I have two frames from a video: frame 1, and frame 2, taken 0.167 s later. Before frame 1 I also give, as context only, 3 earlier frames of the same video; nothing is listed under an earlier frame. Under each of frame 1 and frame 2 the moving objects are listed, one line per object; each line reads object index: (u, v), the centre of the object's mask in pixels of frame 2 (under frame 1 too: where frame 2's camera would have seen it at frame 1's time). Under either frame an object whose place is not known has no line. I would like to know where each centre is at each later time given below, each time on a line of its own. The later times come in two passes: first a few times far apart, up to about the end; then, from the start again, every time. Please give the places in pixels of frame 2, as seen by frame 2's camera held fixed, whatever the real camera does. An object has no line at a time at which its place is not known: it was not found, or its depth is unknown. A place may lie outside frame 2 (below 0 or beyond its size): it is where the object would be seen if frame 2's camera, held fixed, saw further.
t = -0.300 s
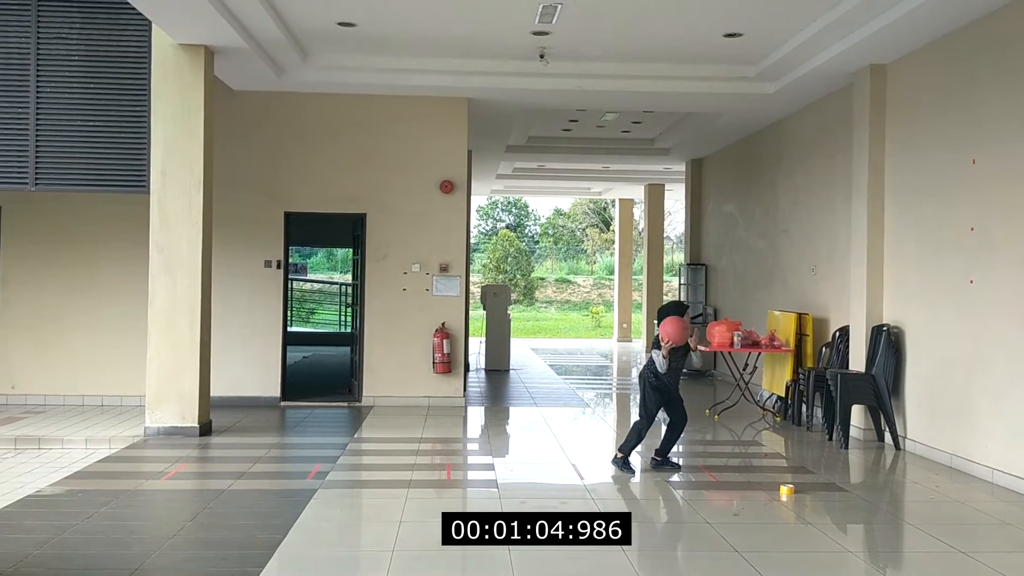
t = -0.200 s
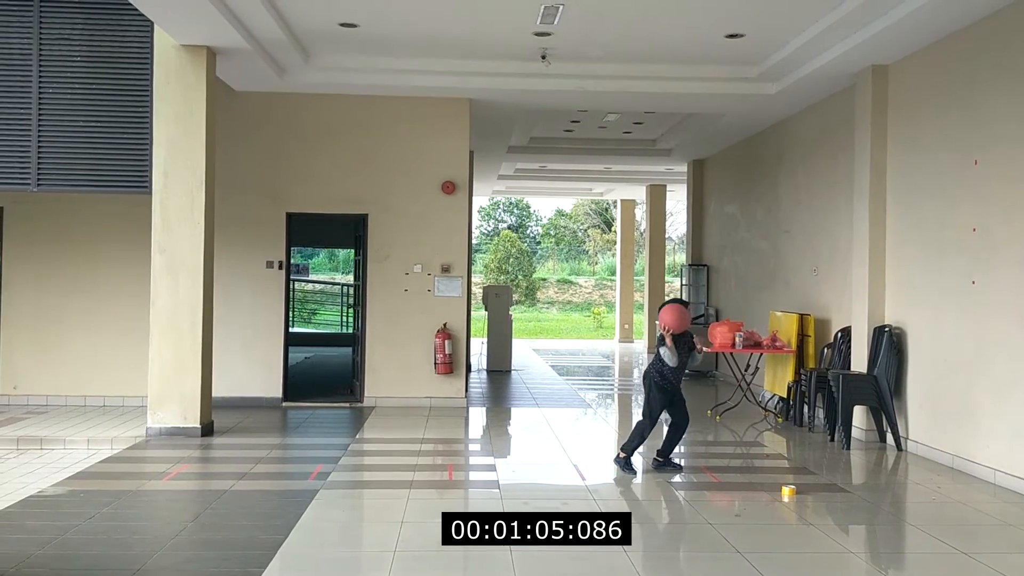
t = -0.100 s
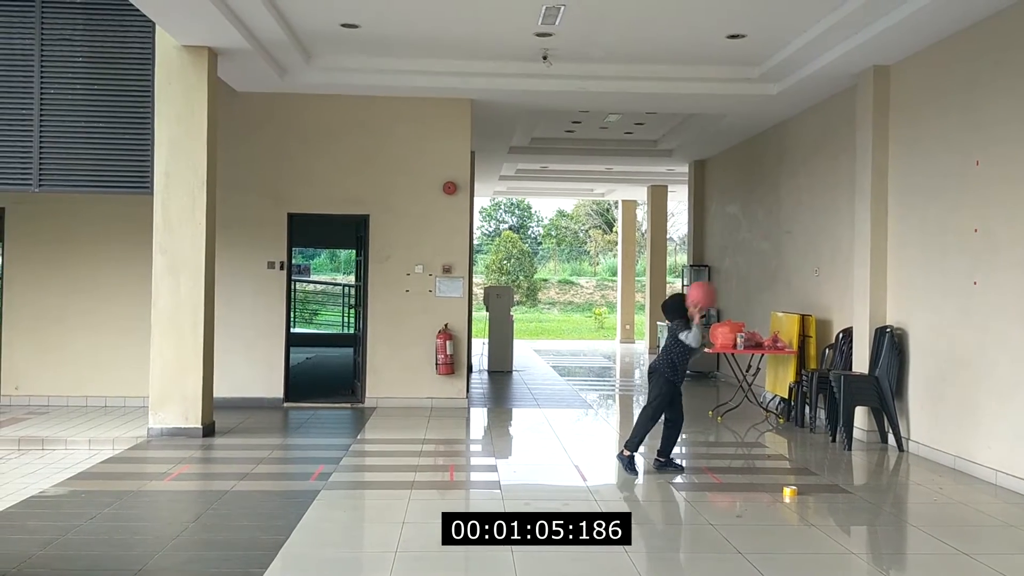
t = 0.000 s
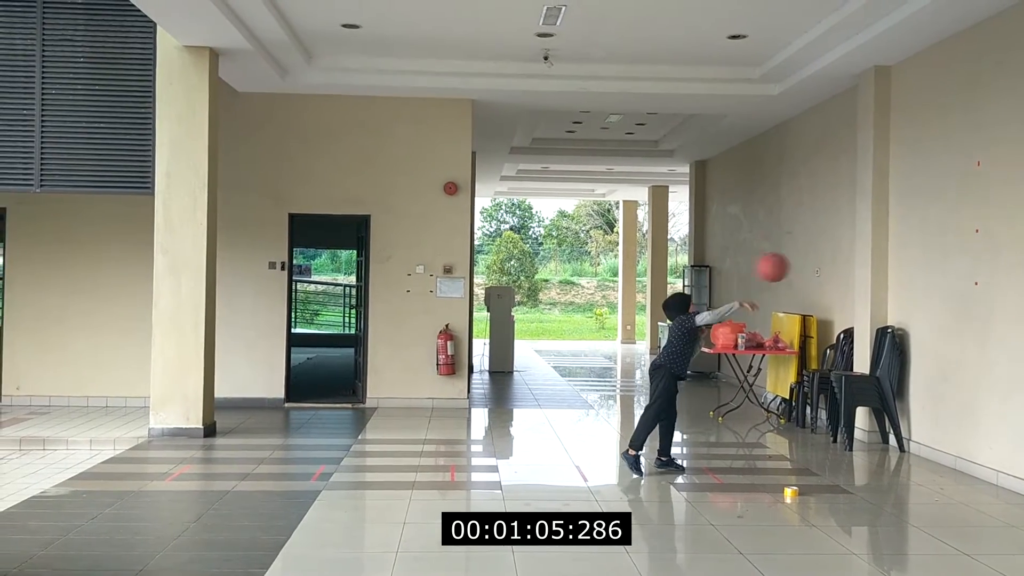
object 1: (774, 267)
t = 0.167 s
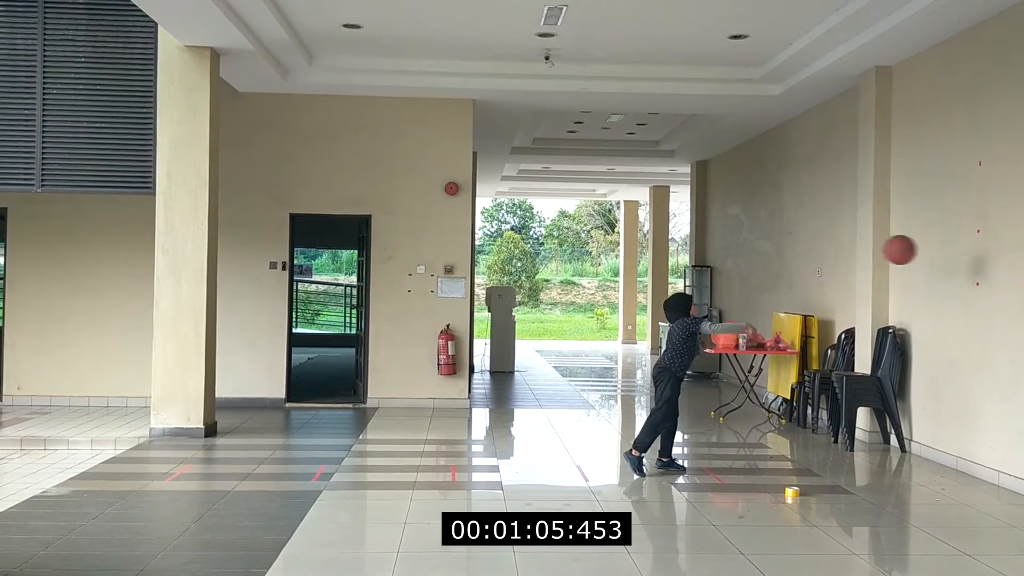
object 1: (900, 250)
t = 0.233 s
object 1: (948, 253)
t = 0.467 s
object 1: (844, 301)
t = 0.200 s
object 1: (924, 251)
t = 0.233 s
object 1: (948, 253)
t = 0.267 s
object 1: (973, 258)
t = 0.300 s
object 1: (953, 261)
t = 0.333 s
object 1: (931, 266)
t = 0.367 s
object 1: (910, 273)
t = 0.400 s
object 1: (888, 281)
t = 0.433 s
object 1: (866, 290)
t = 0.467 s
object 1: (844, 301)
